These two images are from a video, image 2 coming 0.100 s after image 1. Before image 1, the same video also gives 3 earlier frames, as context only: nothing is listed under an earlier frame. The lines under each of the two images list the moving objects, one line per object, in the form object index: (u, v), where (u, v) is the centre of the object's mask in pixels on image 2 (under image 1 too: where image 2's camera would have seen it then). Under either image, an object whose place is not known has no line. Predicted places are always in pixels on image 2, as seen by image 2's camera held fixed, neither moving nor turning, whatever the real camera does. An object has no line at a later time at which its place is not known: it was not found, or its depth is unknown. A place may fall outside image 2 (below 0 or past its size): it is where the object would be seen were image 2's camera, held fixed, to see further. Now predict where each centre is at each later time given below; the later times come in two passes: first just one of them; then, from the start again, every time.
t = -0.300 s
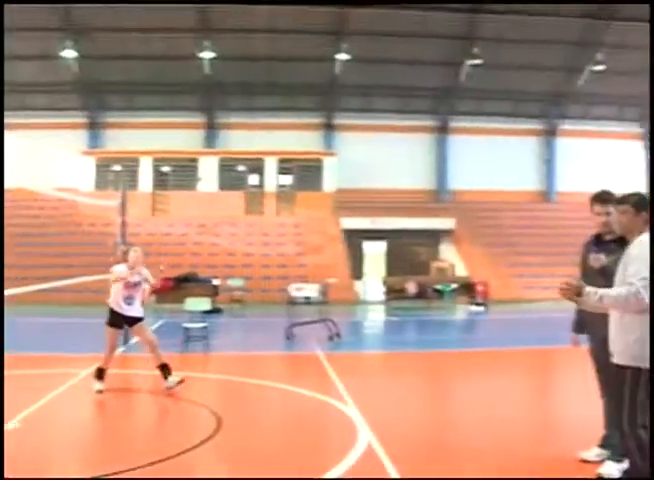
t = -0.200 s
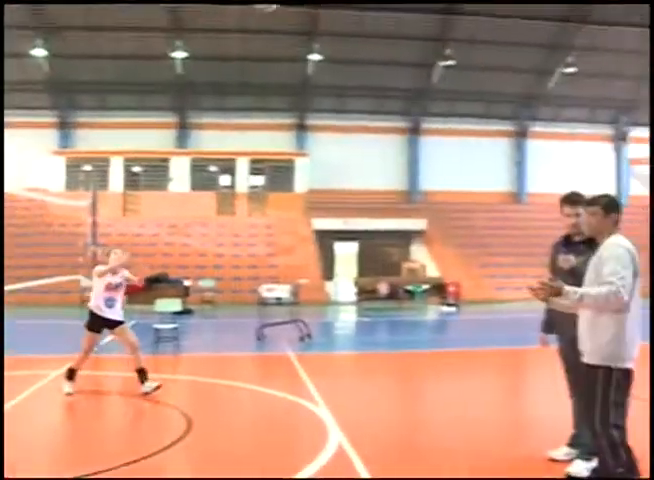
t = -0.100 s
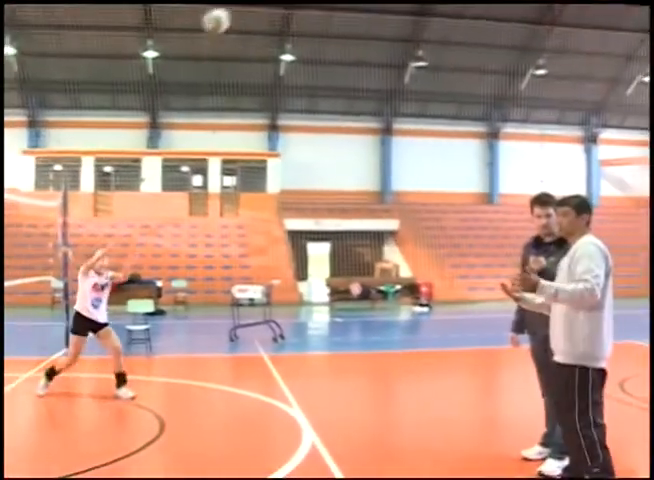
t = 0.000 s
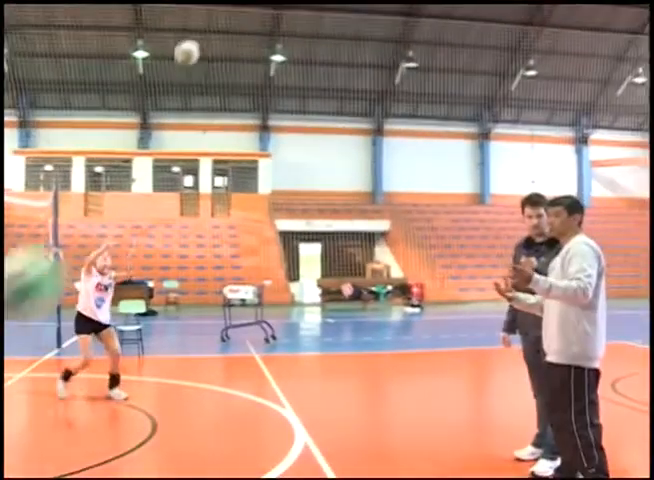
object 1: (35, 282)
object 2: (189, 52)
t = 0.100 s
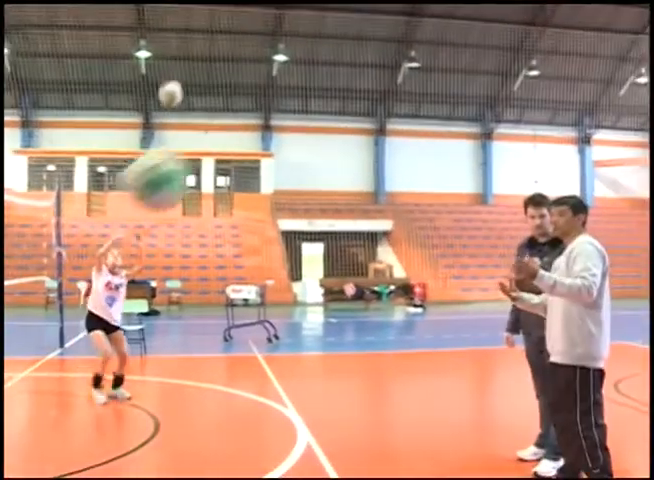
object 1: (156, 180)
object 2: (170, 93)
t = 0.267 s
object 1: (314, 106)
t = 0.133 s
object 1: (191, 158)
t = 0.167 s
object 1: (228, 138)
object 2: (159, 124)
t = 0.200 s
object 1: (258, 124)
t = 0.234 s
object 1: (287, 113)
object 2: (147, 160)
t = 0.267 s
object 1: (314, 106)
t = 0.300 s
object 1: (341, 103)
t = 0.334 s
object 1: (365, 103)
